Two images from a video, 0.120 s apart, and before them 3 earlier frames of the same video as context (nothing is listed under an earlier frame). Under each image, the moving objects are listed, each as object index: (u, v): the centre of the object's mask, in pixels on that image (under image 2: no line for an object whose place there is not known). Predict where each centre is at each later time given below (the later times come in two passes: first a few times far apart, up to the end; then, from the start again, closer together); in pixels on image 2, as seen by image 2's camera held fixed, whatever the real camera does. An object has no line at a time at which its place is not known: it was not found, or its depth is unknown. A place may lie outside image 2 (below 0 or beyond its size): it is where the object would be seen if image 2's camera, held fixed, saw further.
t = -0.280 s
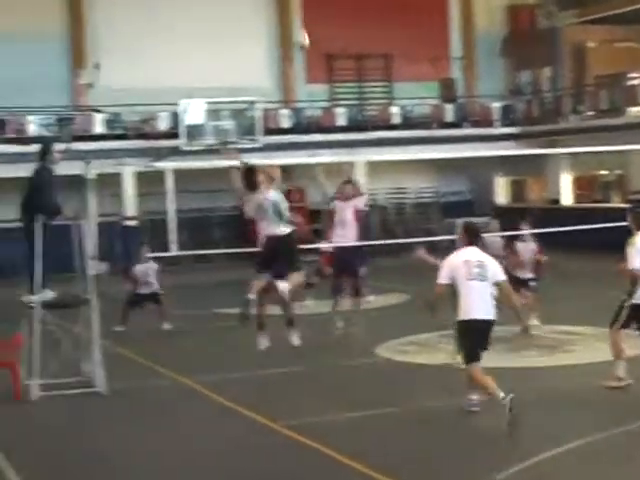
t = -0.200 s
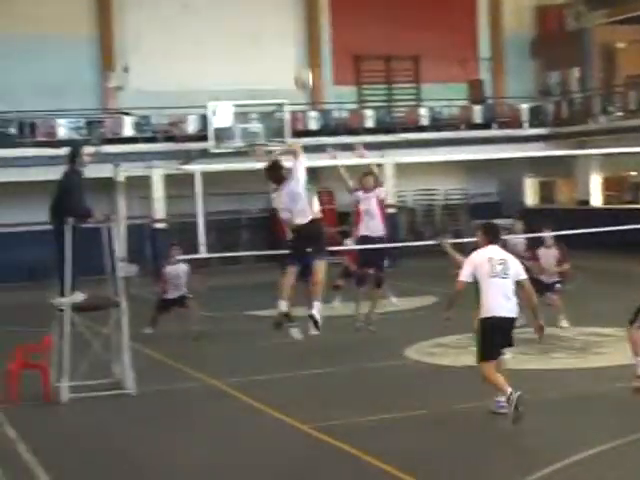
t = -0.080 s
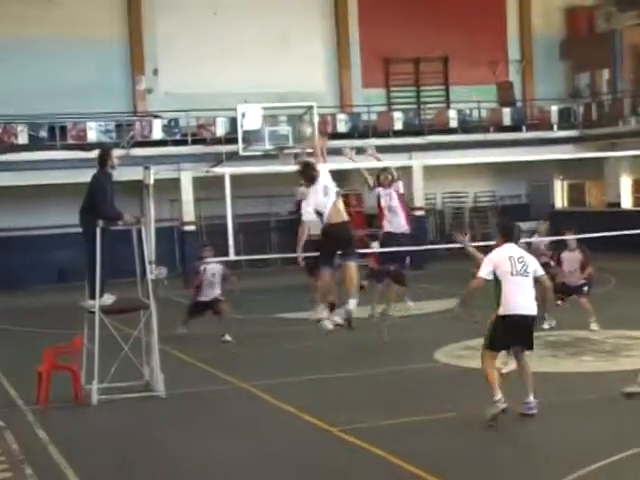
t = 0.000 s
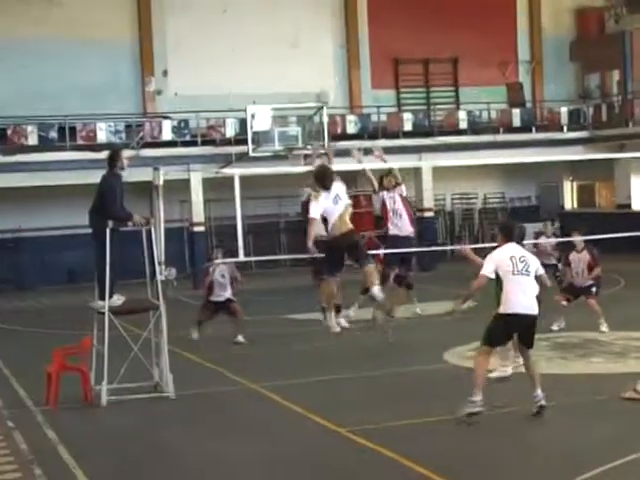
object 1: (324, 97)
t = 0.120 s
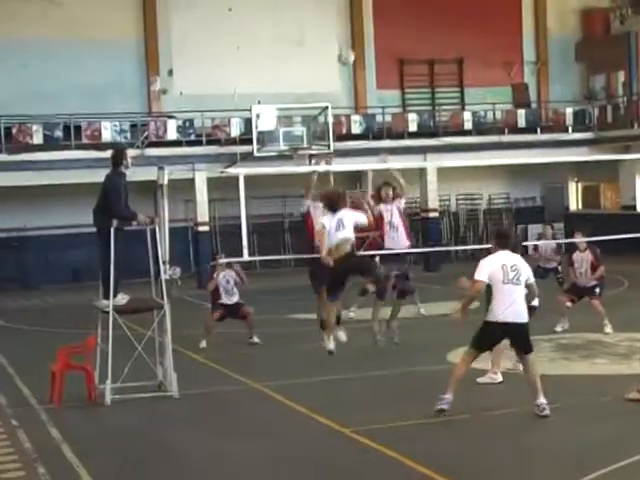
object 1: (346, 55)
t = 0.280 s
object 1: (366, 26)
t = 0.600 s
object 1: (400, 30)
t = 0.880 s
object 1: (426, 87)
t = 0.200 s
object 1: (357, 39)
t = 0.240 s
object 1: (361, 30)
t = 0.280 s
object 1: (366, 26)
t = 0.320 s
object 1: (371, 25)
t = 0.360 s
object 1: (375, 21)
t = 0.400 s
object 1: (380, 19)
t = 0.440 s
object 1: (384, 19)
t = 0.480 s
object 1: (388, 20)
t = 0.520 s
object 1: (392, 23)
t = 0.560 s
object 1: (396, 26)
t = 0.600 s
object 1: (400, 30)
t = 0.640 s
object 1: (404, 36)
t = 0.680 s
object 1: (408, 42)
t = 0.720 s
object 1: (412, 49)
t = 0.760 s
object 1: (417, 58)
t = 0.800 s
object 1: (421, 67)
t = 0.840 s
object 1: (424, 76)
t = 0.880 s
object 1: (426, 87)
